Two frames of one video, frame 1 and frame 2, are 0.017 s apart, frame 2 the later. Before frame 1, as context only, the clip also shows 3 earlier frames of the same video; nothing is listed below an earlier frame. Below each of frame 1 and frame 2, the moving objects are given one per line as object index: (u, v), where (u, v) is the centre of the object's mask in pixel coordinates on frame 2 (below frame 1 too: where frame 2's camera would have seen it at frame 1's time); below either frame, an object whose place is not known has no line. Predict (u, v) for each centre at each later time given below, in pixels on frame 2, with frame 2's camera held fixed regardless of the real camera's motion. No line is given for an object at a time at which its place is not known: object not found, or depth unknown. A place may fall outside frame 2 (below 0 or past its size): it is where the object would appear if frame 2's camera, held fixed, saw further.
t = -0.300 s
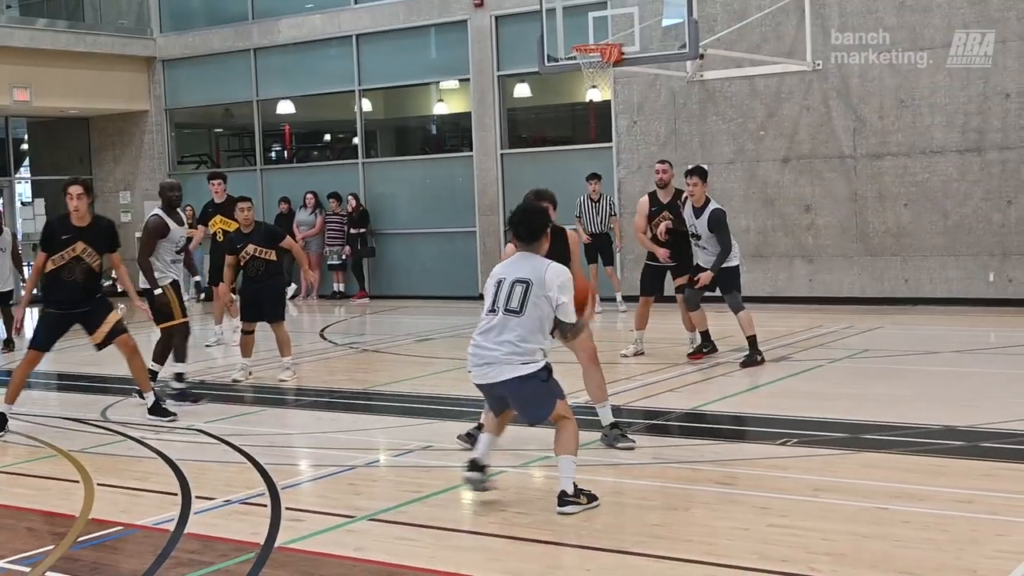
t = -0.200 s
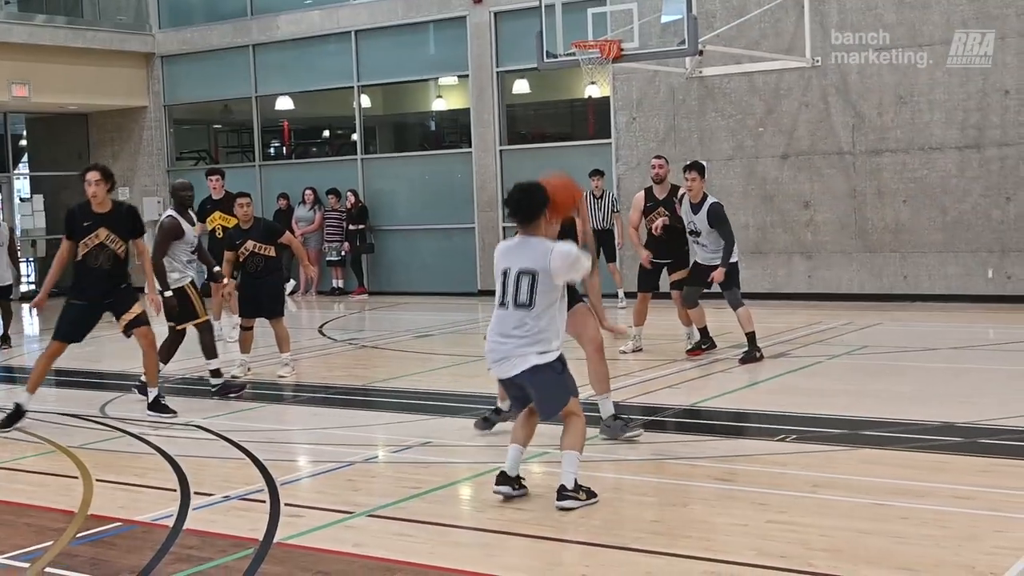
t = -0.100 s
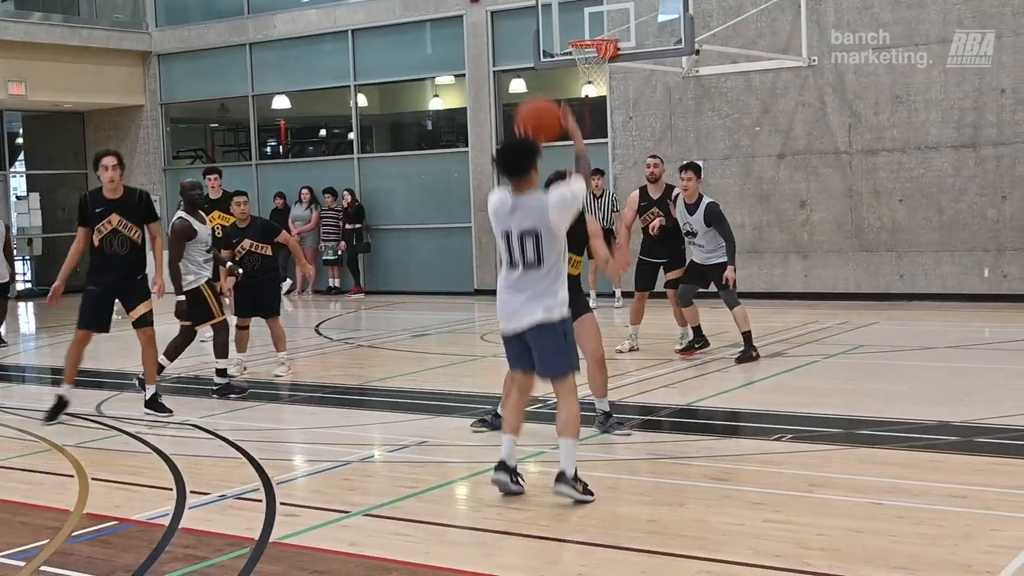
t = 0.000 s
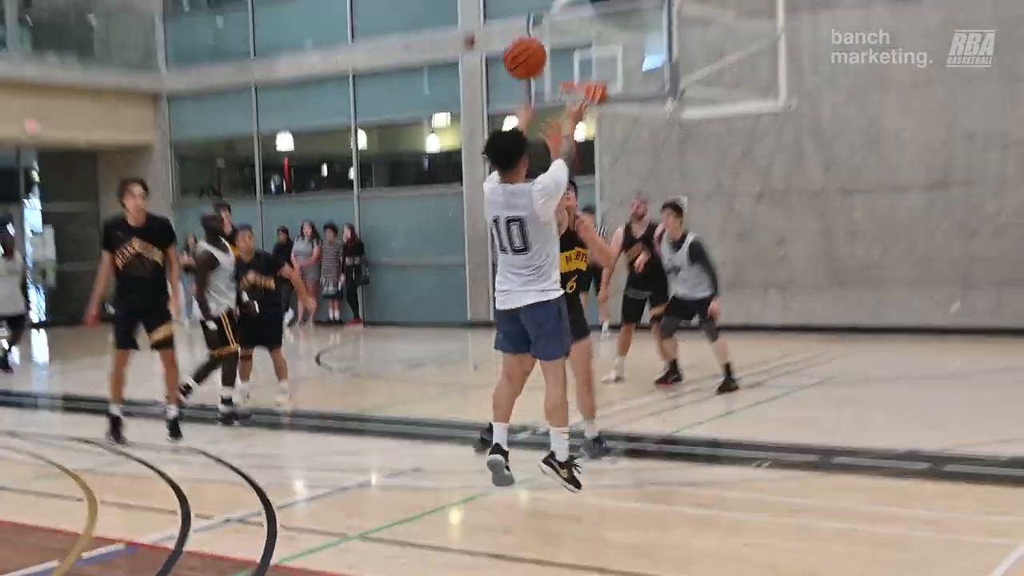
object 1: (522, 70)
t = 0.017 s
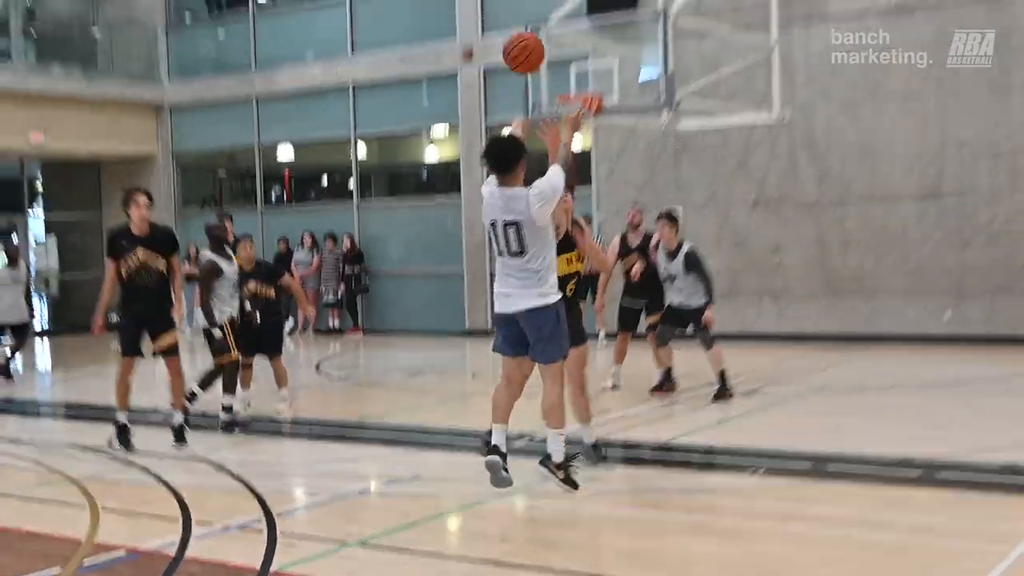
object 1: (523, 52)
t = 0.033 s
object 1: (524, 36)
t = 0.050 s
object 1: (525, 21)
